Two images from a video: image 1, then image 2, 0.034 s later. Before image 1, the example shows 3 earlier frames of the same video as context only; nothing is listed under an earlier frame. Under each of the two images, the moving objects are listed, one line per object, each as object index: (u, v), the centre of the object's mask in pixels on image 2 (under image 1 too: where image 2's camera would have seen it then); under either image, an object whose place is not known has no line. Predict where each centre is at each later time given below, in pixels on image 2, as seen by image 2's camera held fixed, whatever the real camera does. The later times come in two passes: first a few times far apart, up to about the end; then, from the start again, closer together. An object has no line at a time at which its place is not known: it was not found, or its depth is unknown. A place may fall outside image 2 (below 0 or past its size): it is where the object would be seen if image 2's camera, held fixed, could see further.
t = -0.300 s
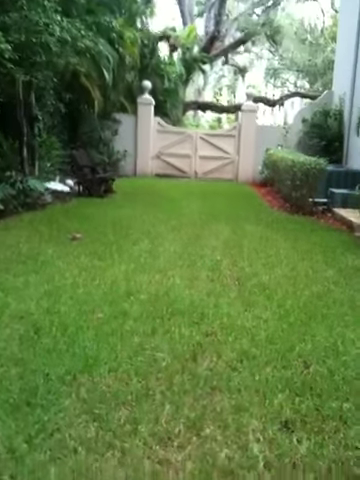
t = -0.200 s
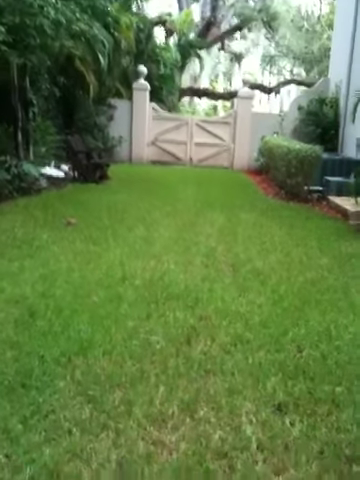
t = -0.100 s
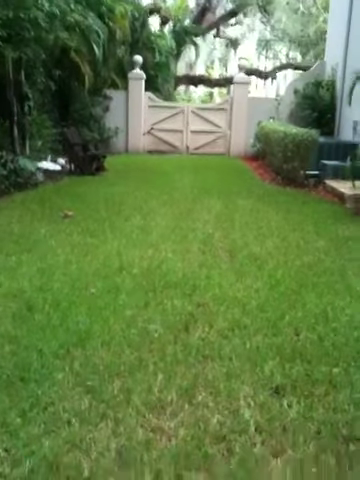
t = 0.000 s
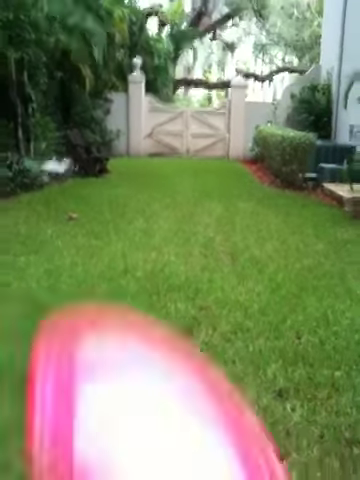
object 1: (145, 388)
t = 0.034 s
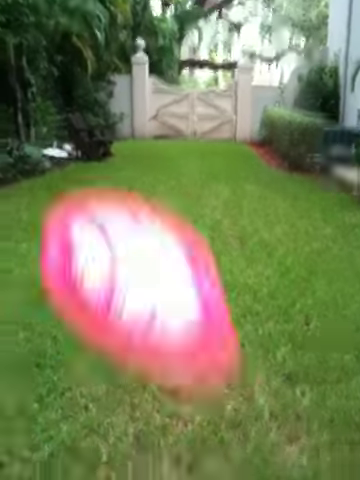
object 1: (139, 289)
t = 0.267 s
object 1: (93, 35)
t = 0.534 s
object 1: (81, 23)
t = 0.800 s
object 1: (73, 37)
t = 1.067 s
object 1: (75, 58)
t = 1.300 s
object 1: (83, 81)
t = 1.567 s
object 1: (98, 118)
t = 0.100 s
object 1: (107, 133)
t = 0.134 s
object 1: (100, 96)
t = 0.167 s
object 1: (98, 70)
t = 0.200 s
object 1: (98, 56)
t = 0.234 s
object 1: (96, 43)
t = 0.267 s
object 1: (93, 35)
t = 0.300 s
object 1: (95, 30)
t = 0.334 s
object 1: (93, 26)
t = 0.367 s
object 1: (90, 22)
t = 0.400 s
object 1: (88, 22)
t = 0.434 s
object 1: (86, 21)
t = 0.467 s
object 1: (85, 22)
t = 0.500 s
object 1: (83, 22)
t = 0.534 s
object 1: (81, 23)
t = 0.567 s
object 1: (81, 24)
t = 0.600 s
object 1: (80, 25)
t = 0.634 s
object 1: (78, 27)
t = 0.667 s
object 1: (76, 27)
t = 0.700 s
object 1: (75, 29)
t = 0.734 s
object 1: (74, 31)
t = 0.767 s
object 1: (72, 34)
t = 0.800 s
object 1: (73, 37)
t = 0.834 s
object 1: (73, 38)
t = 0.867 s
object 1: (75, 40)
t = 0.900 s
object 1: (74, 42)
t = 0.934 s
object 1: (74, 45)
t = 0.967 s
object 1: (75, 48)
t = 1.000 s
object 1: (74, 51)
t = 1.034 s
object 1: (75, 54)
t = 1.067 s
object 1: (75, 58)
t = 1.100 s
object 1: (76, 60)
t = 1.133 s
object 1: (76, 64)
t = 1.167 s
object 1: (77, 67)
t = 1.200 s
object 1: (78, 71)
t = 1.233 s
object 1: (81, 74)
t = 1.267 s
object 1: (82, 78)
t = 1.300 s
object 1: (83, 81)
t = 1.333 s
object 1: (84, 85)
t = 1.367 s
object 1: (86, 89)
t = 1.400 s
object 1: (87, 93)
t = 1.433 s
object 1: (89, 98)
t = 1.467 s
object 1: (92, 102)
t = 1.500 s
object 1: (94, 107)
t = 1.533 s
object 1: (96, 112)
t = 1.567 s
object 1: (98, 118)
